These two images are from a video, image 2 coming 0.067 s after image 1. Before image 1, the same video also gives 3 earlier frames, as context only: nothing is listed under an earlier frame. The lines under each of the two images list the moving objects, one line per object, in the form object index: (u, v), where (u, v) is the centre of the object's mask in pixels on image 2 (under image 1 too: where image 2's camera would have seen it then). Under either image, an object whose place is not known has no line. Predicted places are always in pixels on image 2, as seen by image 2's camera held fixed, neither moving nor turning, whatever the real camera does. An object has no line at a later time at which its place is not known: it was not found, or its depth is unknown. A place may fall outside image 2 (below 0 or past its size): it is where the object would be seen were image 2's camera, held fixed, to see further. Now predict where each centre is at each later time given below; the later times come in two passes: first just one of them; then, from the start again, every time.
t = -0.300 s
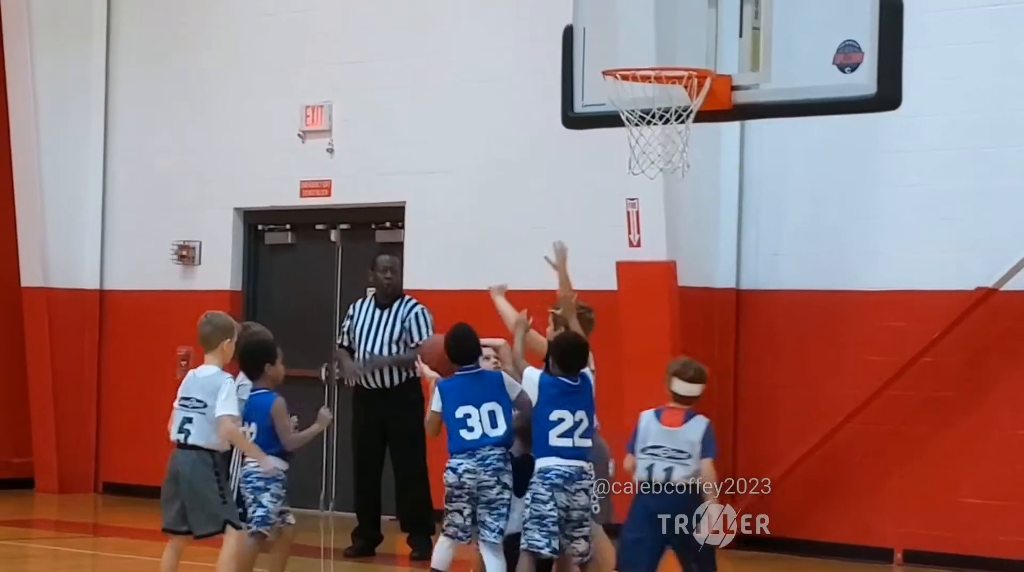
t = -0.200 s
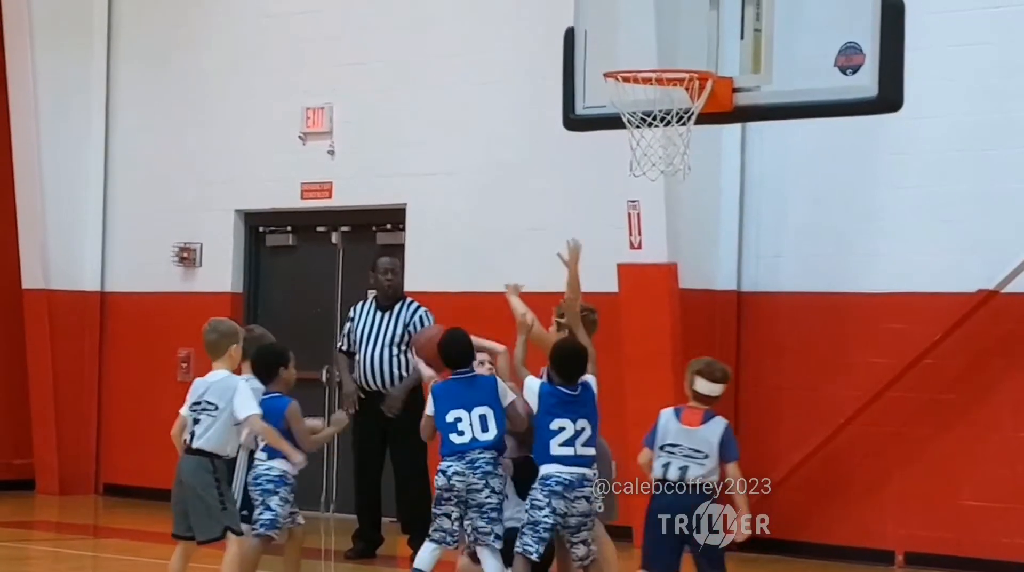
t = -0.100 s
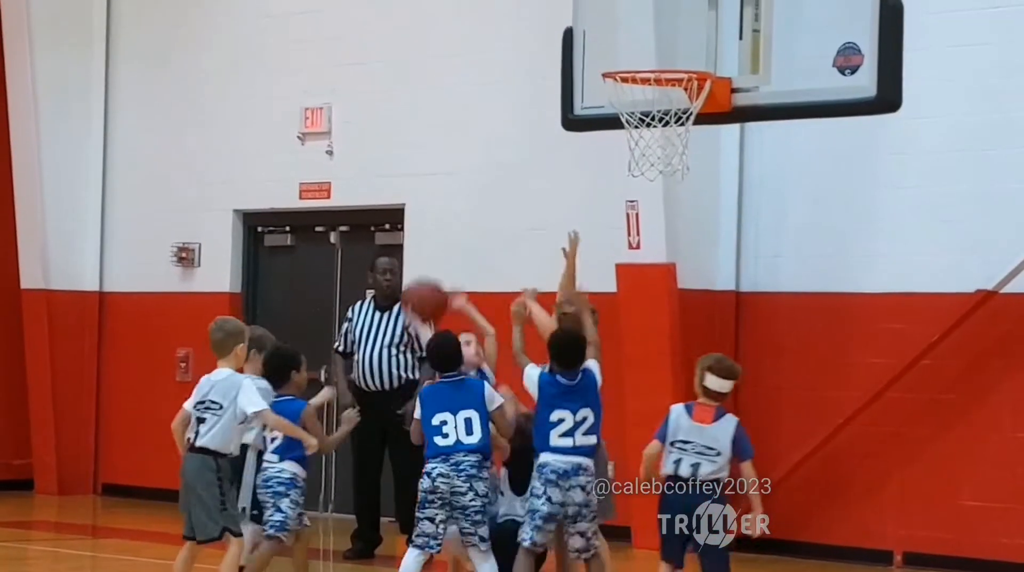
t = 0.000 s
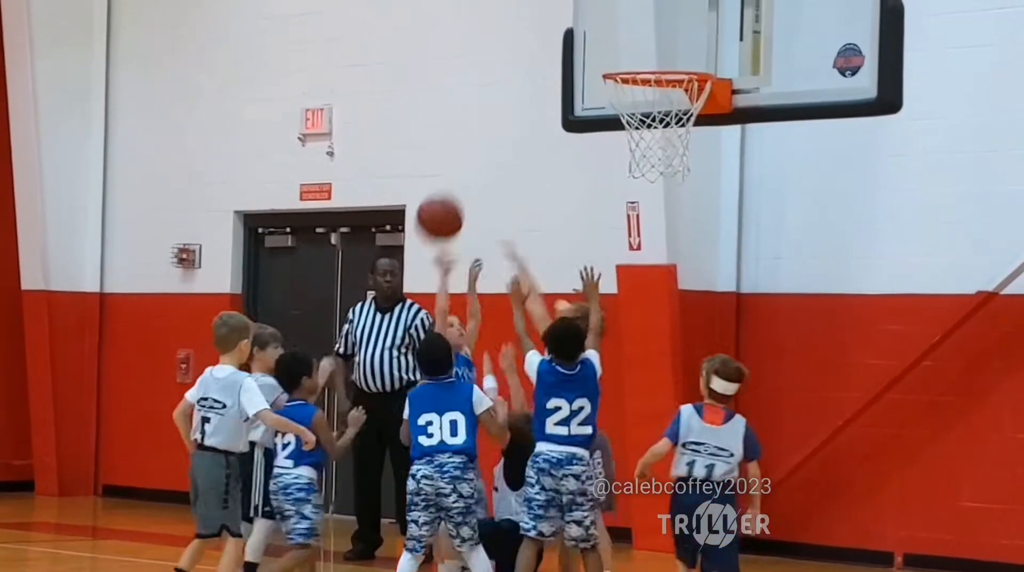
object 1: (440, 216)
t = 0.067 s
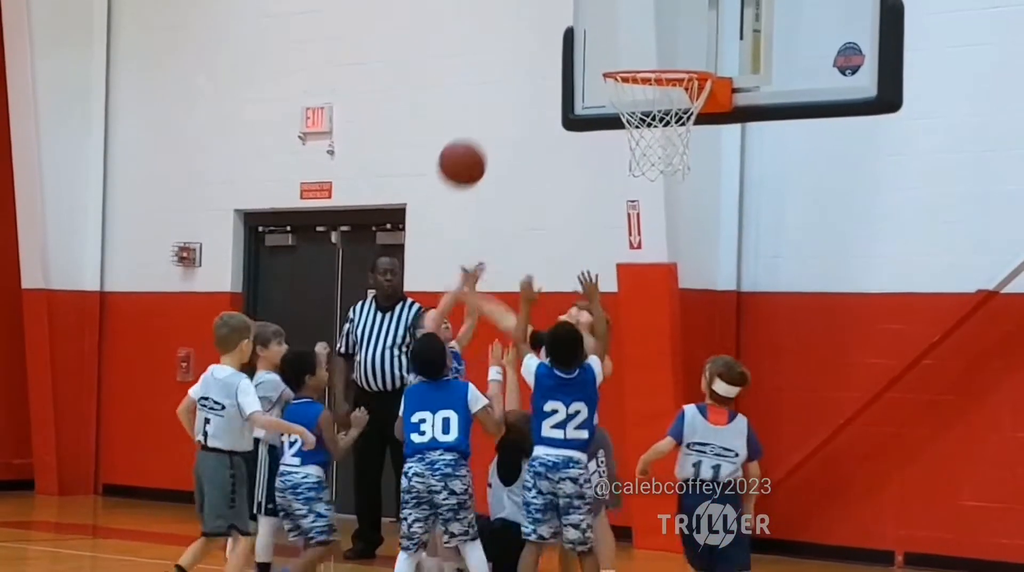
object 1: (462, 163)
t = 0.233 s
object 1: (518, 69)
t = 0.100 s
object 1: (473, 140)
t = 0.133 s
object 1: (484, 119)
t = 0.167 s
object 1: (495, 100)
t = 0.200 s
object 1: (507, 83)
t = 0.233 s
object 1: (518, 69)
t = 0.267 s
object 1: (529, 56)
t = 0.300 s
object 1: (540, 46)
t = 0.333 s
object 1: (552, 39)
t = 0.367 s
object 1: (563, 33)
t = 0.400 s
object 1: (574, 30)
